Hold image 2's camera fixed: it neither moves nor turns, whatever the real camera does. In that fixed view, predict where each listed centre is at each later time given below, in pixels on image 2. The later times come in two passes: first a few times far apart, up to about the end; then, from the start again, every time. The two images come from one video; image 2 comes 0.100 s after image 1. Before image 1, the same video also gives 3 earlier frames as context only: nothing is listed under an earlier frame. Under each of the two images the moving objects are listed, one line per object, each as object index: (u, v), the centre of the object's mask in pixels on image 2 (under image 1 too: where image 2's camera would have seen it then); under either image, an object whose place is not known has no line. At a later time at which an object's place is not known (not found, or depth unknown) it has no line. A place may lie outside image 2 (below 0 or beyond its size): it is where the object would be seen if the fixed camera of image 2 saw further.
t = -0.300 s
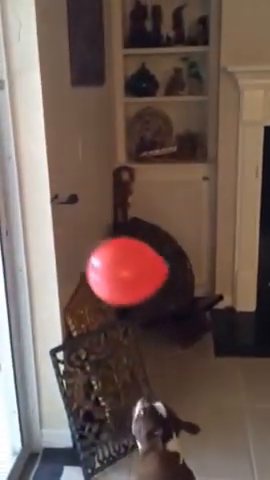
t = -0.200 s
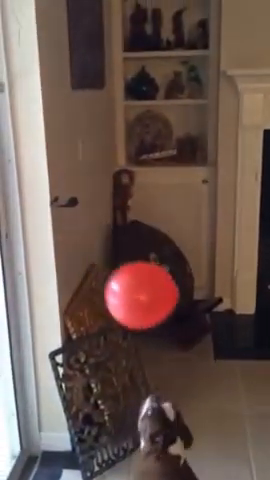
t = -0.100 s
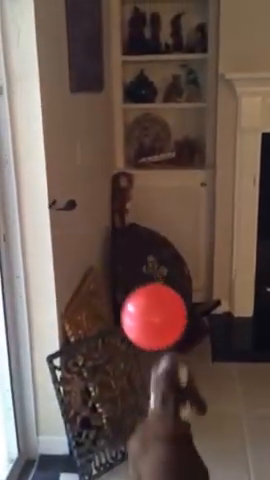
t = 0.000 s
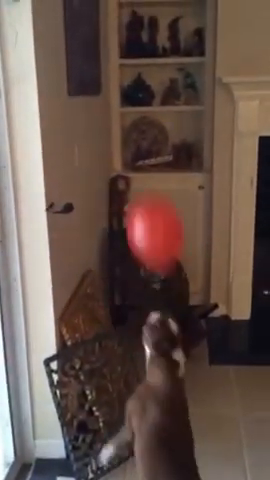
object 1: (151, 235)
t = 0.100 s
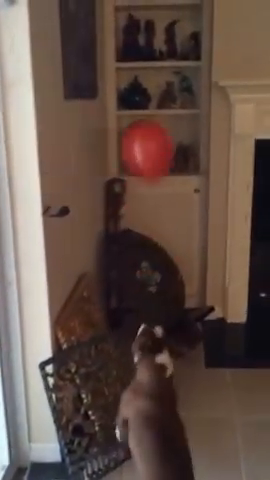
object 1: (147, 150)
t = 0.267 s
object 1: (146, 92)
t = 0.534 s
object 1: (146, 68)
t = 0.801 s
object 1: (139, 66)
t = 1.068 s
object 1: (131, 82)
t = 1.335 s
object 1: (125, 112)
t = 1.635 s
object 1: (126, 155)
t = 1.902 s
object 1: (136, 190)
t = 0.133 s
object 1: (147, 133)
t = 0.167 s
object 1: (146, 118)
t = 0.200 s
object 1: (146, 107)
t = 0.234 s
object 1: (146, 99)
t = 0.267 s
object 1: (146, 92)
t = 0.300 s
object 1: (147, 85)
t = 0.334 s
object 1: (147, 81)
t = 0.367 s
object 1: (147, 78)
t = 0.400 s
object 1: (147, 76)
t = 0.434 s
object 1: (147, 74)
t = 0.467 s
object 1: (147, 71)
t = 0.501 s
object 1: (147, 70)
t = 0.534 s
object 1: (146, 68)
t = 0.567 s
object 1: (145, 68)
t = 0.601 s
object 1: (145, 67)
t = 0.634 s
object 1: (143, 65)
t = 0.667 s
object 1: (143, 65)
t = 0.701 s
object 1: (142, 64)
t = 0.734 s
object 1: (141, 64)
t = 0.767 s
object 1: (141, 65)
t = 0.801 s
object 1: (139, 66)
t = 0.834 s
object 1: (139, 66)
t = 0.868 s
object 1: (138, 67)
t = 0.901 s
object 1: (137, 68)
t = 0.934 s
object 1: (136, 71)
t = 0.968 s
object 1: (135, 73)
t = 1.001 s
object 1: (133, 76)
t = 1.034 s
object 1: (132, 79)
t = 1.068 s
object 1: (131, 82)
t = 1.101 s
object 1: (130, 85)
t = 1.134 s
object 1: (129, 89)
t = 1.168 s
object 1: (128, 91)
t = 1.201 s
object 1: (128, 96)
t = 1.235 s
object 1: (126, 100)
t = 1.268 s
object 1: (126, 104)
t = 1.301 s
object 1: (125, 108)
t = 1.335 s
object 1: (125, 112)
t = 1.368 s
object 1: (125, 117)
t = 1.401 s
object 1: (124, 123)
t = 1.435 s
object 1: (124, 126)
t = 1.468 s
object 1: (124, 131)
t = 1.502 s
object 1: (124, 135)
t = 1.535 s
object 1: (126, 139)
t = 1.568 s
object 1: (125, 145)
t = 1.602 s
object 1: (126, 150)
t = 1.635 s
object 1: (126, 155)
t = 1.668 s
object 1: (126, 159)
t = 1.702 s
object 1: (128, 164)
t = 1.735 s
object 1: (129, 169)
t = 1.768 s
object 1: (131, 173)
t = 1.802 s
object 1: (132, 178)
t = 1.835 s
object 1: (134, 182)
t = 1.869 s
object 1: (135, 186)
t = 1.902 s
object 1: (136, 190)
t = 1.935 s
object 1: (137, 195)
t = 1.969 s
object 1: (140, 199)
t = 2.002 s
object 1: (142, 205)
